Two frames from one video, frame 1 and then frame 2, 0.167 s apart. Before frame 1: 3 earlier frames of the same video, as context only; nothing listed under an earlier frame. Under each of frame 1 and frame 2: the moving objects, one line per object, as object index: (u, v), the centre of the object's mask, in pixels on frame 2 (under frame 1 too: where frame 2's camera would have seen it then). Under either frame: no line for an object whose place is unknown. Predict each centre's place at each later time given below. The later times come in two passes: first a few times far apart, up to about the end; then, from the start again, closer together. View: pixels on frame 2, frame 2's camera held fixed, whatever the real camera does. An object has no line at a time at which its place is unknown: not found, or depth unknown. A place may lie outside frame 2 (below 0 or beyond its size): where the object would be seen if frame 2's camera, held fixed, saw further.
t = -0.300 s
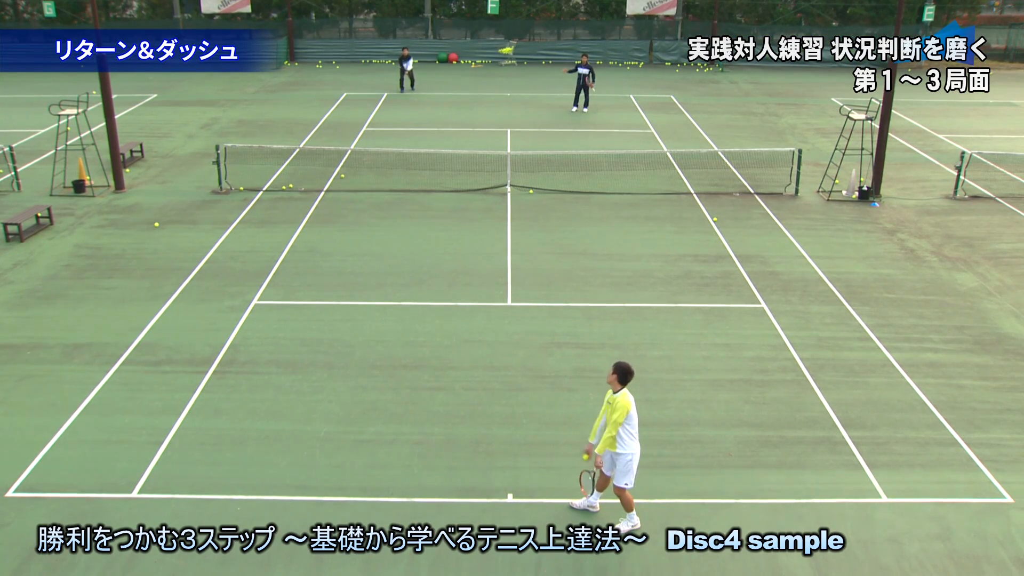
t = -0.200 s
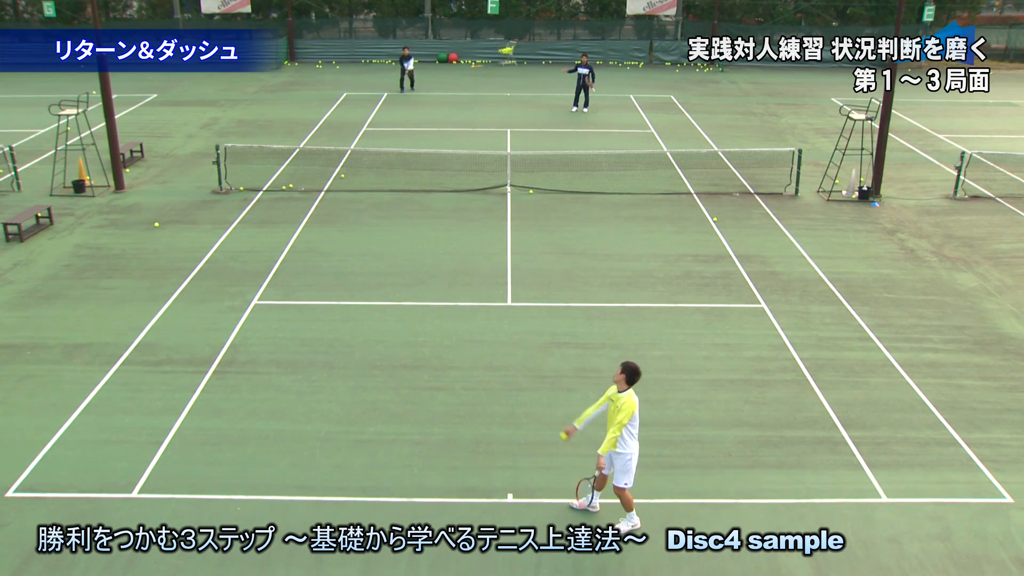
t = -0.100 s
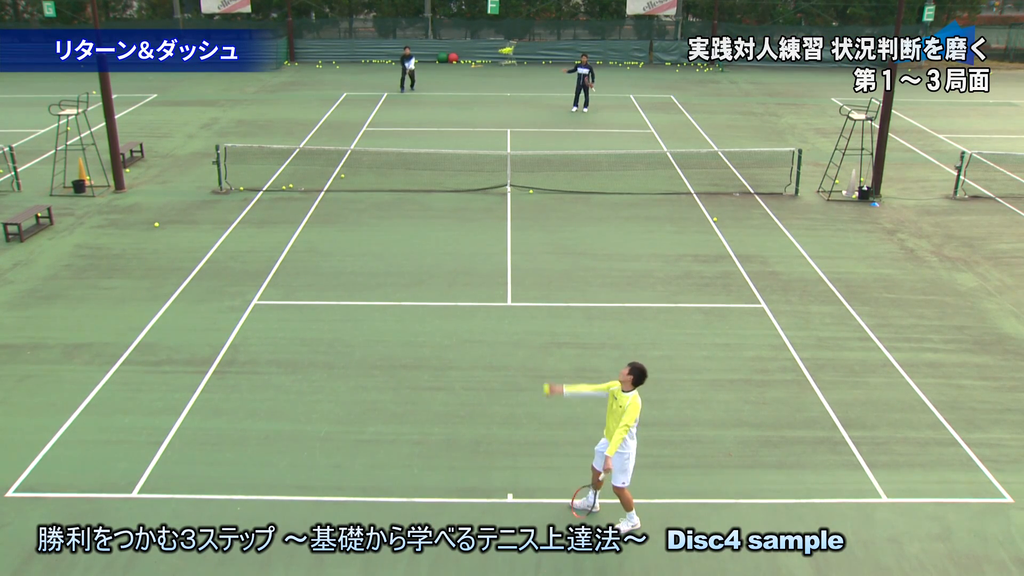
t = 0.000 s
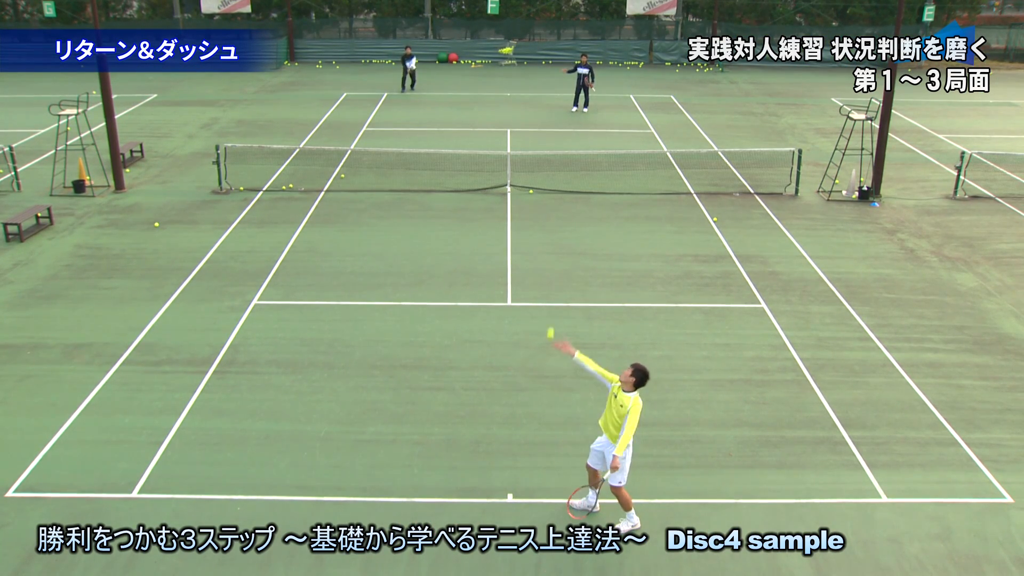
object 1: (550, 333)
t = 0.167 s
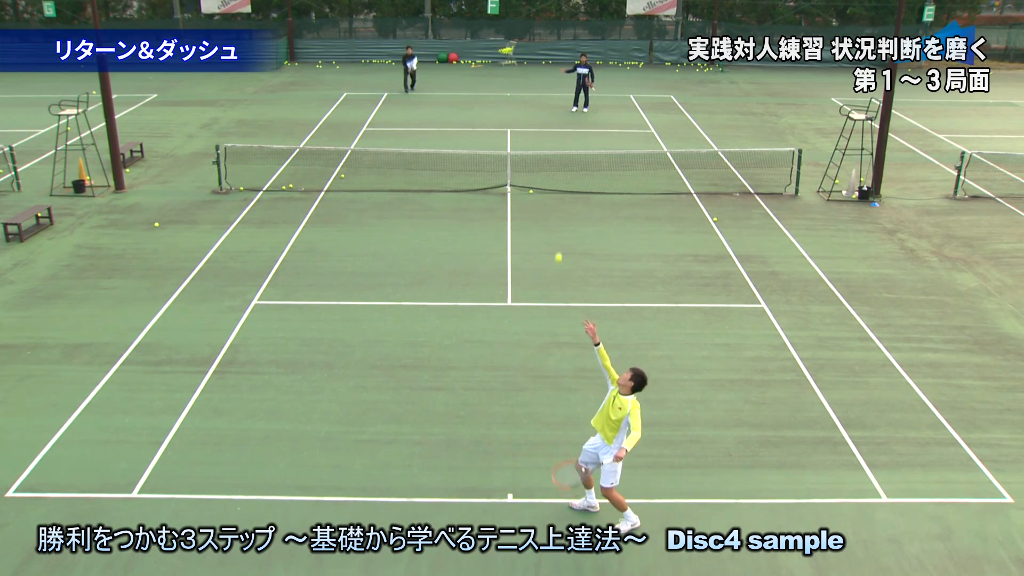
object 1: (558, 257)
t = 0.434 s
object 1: (569, 190)
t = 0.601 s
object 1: (576, 183)
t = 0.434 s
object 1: (569, 190)
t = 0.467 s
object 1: (571, 186)
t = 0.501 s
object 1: (572, 184)
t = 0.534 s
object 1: (573, 182)
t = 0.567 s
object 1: (574, 182)
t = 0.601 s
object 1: (576, 183)
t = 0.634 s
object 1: (577, 185)
